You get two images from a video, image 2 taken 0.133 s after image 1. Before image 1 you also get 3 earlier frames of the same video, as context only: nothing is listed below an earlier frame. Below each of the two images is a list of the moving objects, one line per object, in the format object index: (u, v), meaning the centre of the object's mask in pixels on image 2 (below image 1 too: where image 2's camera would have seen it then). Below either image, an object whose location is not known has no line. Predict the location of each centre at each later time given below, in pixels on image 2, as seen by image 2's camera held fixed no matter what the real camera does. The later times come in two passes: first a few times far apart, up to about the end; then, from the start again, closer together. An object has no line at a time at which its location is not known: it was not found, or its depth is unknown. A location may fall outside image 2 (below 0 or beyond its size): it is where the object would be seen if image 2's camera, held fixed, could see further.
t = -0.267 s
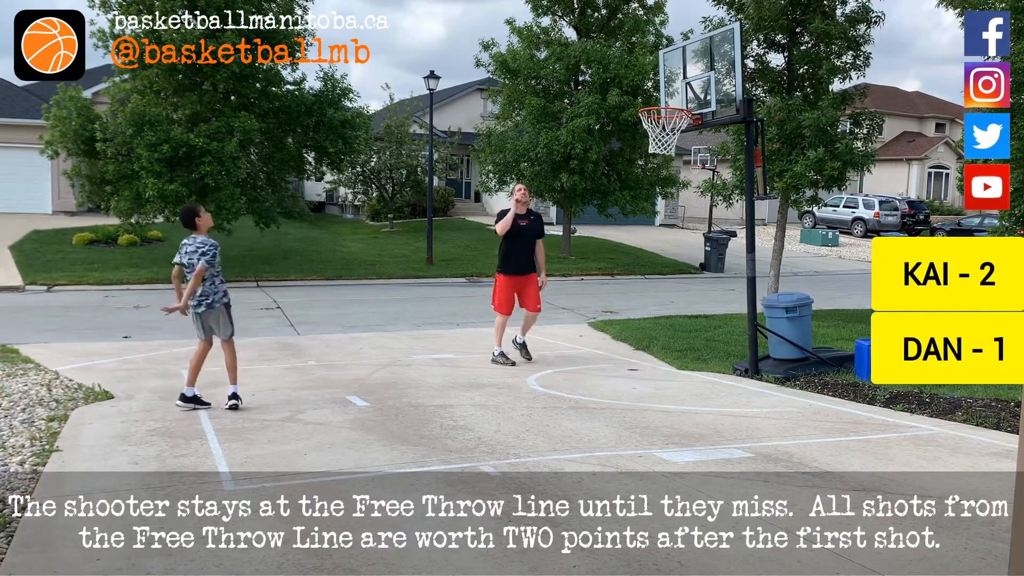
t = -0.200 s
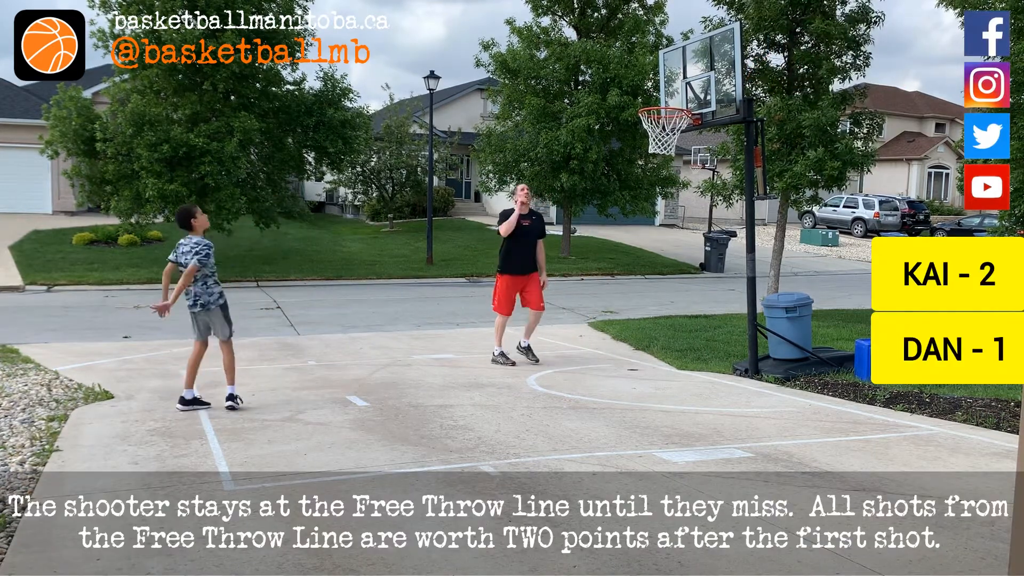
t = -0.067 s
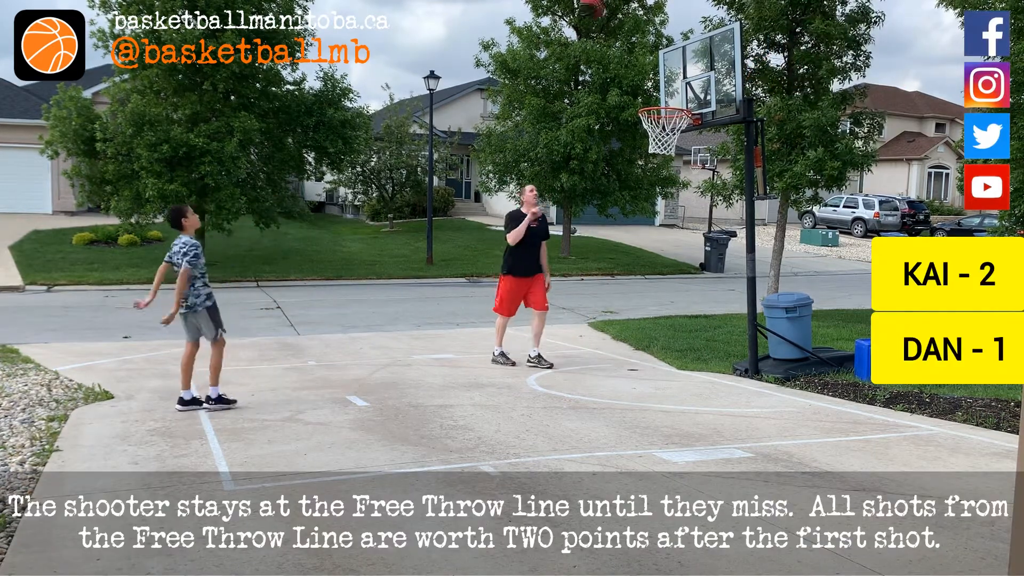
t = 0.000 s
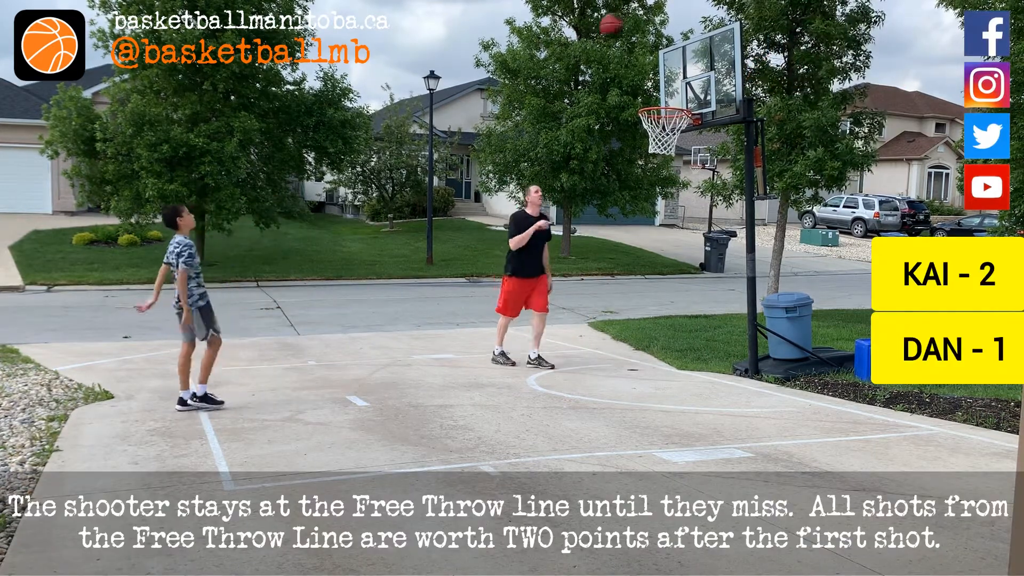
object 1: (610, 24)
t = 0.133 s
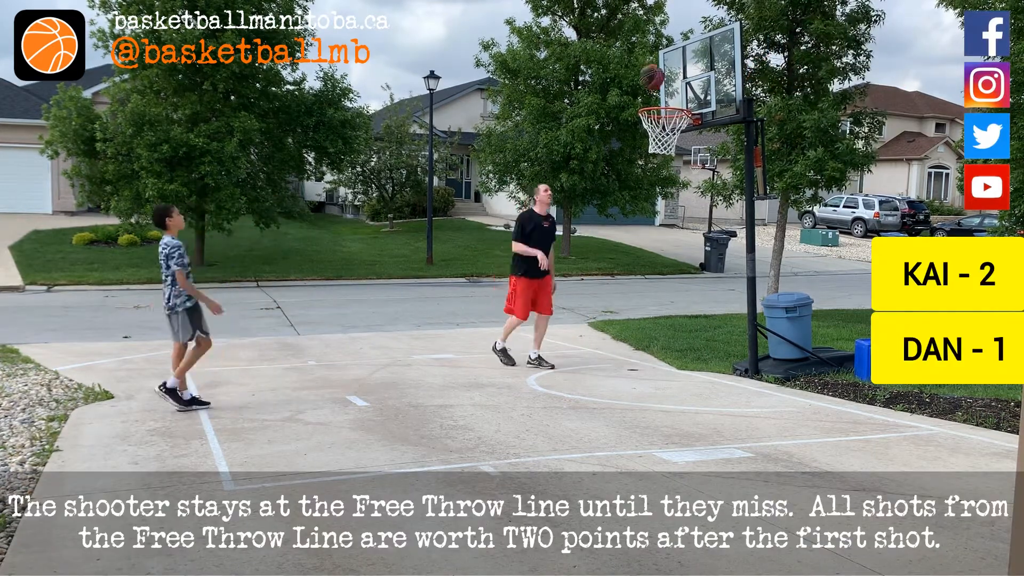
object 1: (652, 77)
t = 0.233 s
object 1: (668, 119)
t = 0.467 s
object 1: (651, 166)
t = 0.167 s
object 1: (661, 92)
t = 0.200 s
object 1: (671, 105)
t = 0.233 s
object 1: (668, 119)
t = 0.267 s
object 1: (667, 132)
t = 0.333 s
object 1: (658, 155)
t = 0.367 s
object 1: (656, 154)
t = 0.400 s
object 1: (655, 156)
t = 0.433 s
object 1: (654, 161)
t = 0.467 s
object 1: (651, 166)
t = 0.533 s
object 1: (647, 180)
